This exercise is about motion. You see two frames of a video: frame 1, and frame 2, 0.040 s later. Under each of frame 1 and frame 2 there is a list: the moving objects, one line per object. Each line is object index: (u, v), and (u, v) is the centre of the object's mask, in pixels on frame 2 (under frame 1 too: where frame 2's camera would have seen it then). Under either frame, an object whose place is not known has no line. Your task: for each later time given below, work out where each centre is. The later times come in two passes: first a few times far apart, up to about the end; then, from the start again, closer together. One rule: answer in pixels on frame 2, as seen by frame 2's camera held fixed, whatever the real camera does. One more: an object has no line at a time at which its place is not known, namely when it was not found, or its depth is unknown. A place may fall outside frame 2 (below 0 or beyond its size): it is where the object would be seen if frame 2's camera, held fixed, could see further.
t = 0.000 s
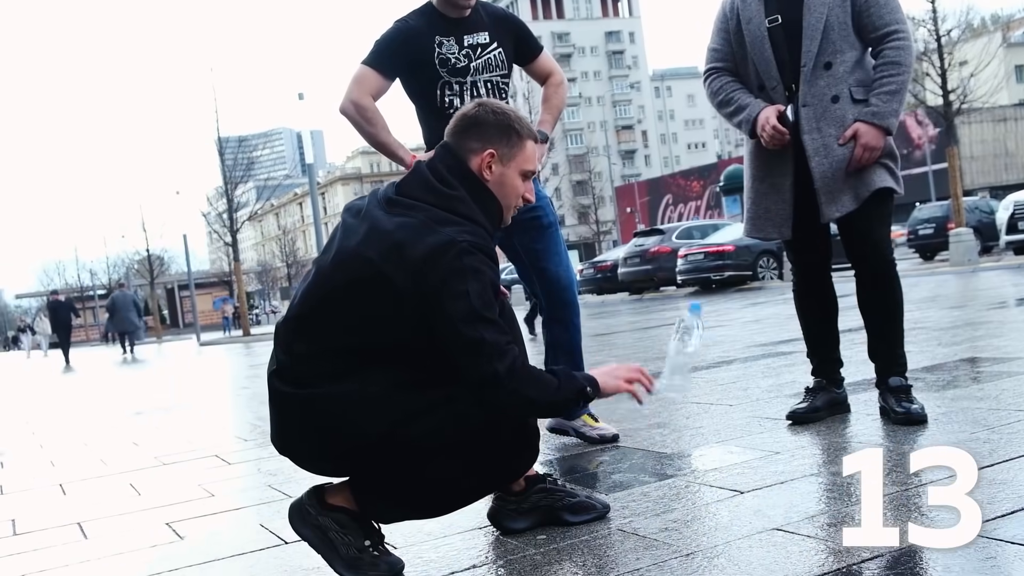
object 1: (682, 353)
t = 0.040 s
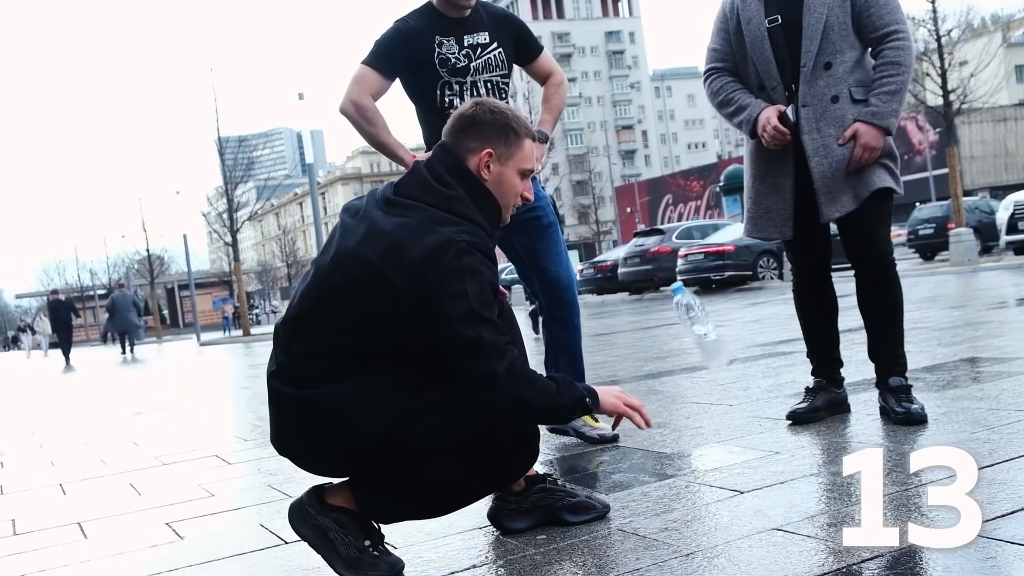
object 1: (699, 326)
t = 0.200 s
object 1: (729, 311)
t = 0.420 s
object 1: (786, 459)
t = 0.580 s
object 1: (797, 466)
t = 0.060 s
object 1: (695, 308)
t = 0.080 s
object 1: (699, 305)
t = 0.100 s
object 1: (709, 302)
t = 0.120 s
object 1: (712, 299)
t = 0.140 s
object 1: (717, 300)
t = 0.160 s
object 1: (721, 301)
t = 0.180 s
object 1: (725, 304)
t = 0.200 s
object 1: (729, 311)
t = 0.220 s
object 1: (732, 319)
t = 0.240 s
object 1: (736, 329)
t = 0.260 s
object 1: (741, 341)
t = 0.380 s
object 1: (780, 448)
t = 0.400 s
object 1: (784, 458)
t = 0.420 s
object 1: (786, 459)
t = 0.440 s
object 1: (787, 460)
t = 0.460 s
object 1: (788, 461)
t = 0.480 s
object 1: (789, 461)
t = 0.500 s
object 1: (791, 461)
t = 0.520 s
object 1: (792, 462)
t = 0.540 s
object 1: (794, 463)
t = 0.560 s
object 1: (795, 464)
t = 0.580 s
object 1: (797, 466)
